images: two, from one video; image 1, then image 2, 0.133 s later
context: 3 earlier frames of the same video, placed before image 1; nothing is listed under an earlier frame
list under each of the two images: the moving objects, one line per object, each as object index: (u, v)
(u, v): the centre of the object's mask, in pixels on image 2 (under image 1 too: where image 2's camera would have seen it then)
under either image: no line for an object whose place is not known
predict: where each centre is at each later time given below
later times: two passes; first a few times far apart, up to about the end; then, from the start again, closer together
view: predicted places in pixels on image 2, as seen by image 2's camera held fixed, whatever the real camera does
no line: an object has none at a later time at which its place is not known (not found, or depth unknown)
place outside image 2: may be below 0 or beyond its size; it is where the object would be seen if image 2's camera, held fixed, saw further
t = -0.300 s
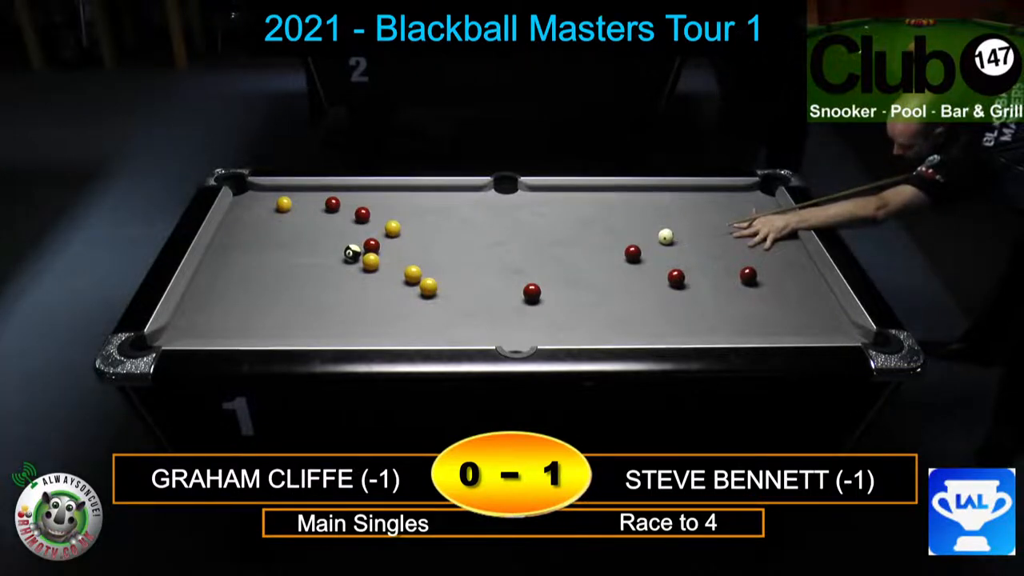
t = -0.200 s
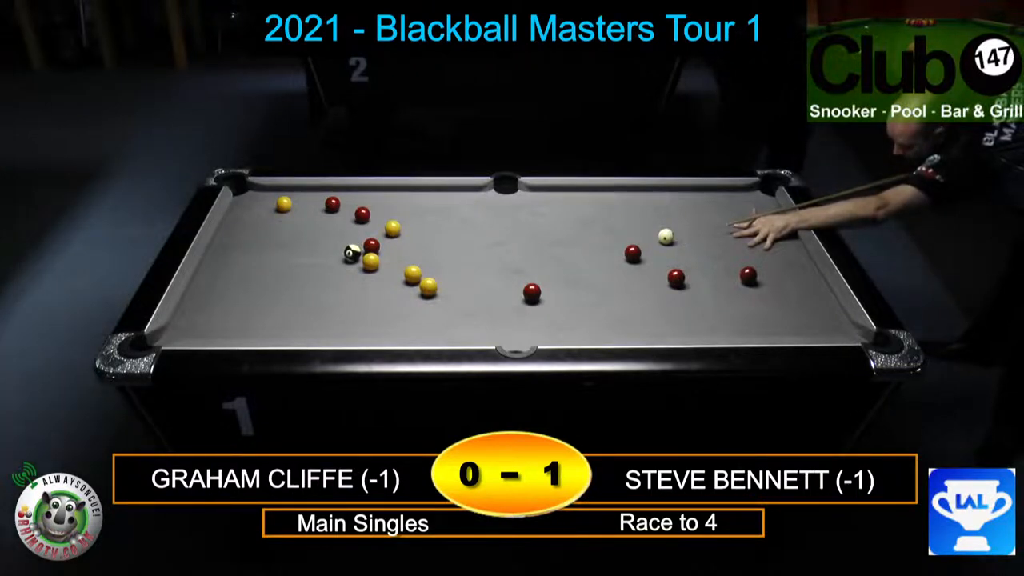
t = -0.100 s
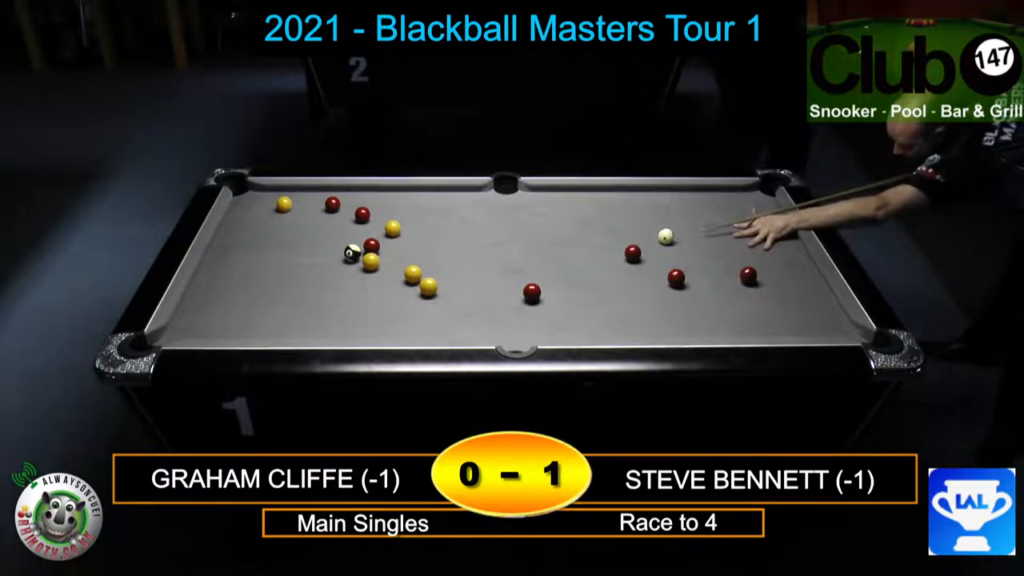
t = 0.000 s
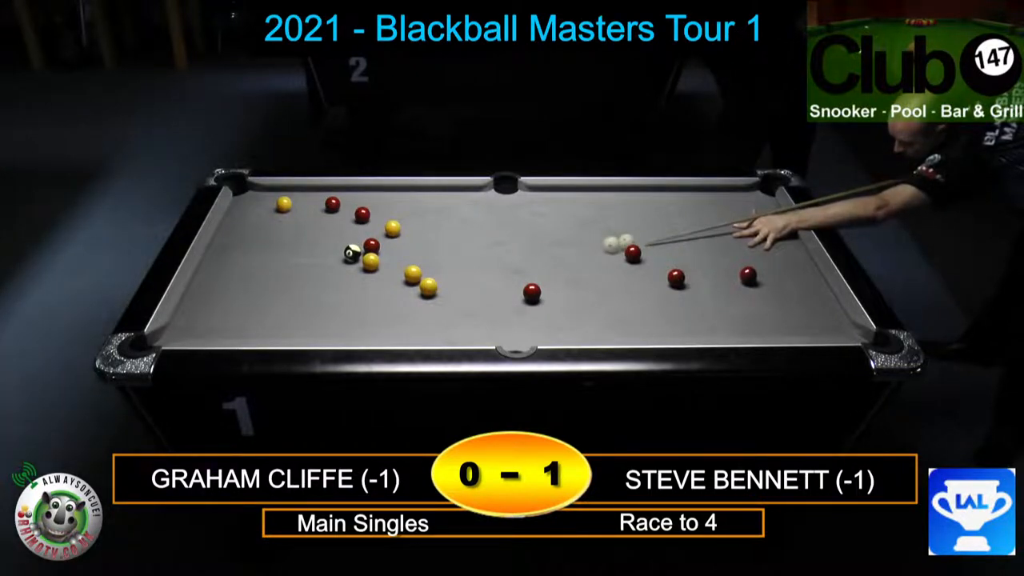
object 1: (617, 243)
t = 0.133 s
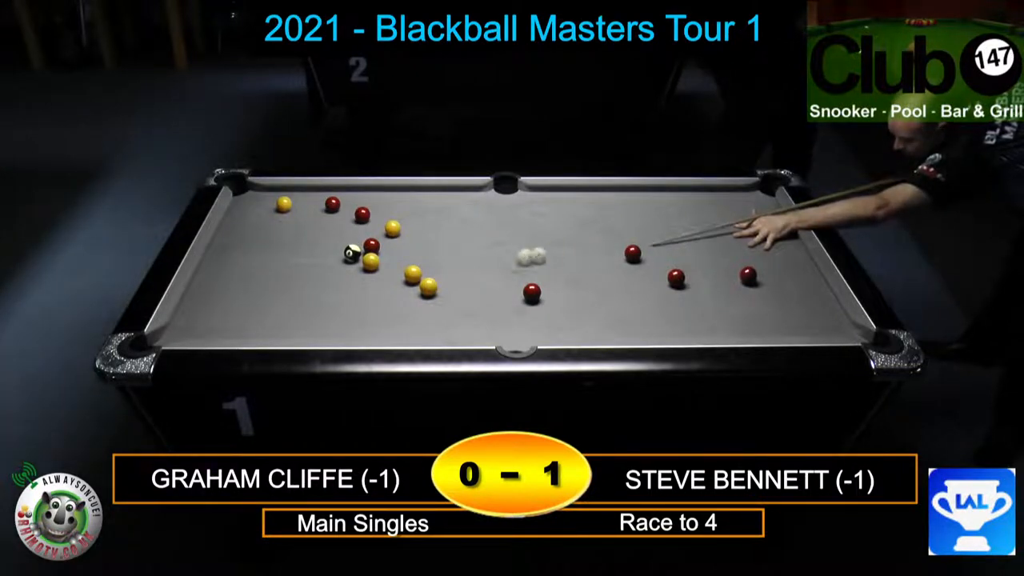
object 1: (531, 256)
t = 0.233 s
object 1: (453, 267)
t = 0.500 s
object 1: (429, 260)
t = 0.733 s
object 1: (430, 250)
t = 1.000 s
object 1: (430, 238)
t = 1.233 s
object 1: (431, 230)
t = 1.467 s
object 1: (432, 223)
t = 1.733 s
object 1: (433, 217)
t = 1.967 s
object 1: (433, 212)
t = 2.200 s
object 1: (433, 207)
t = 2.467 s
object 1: (433, 203)
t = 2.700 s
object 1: (433, 201)
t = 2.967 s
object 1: (432, 198)
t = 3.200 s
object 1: (433, 197)
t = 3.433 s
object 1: (433, 196)
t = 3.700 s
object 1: (433, 196)
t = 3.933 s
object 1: (433, 196)
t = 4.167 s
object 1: (433, 196)
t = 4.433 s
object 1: (433, 196)
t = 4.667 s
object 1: (433, 196)
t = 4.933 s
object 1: (433, 196)
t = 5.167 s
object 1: (433, 196)
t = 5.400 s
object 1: (433, 196)
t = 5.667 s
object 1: (433, 196)
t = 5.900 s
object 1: (433, 196)
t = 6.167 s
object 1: (433, 196)
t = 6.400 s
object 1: (433, 196)
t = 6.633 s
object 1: (433, 196)
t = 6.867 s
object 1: (433, 196)
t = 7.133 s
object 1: (433, 196)
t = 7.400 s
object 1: (433, 196)
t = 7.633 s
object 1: (433, 196)
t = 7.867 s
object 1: (433, 196)
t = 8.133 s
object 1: (433, 196)
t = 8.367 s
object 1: (433, 196)
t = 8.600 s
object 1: (433, 196)
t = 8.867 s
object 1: (433, 196)
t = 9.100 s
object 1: (433, 196)
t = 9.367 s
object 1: (433, 196)
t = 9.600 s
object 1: (433, 196)
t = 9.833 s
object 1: (433, 196)
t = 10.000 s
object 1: (433, 196)
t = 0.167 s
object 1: (504, 260)
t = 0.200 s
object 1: (477, 264)
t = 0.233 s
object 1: (453, 267)
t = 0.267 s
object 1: (434, 269)
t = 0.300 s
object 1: (429, 269)
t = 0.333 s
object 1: (428, 268)
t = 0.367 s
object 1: (428, 266)
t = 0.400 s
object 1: (428, 264)
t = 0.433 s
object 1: (428, 262)
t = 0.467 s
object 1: (429, 261)
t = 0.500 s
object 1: (429, 260)
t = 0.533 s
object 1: (429, 258)
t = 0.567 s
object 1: (429, 256)
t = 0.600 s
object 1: (429, 255)
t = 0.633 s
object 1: (429, 253)
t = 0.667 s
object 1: (430, 251)
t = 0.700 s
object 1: (430, 251)
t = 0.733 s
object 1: (430, 250)
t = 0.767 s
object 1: (430, 248)
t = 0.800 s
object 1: (430, 246)
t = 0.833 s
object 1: (430, 244)
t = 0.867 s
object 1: (430, 243)
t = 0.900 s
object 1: (430, 243)
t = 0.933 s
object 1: (430, 242)
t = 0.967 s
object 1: (430, 240)
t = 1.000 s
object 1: (430, 238)
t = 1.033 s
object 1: (431, 237)
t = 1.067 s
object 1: (431, 236)
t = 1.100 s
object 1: (431, 235)
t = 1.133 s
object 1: (431, 234)
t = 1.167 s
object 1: (431, 233)
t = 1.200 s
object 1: (431, 232)
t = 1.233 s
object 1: (431, 230)
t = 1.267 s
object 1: (432, 229)
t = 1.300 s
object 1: (432, 229)
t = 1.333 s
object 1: (432, 228)
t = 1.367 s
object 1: (432, 227)
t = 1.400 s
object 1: (432, 226)
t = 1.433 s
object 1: (432, 224)
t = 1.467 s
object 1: (432, 223)
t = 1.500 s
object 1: (432, 223)
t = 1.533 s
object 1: (432, 222)
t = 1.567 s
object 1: (432, 221)
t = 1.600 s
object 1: (432, 220)
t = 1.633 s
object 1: (433, 219)
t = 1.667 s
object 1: (433, 218)
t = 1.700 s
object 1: (433, 218)
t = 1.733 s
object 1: (433, 217)
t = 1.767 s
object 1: (433, 216)
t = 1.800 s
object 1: (433, 215)
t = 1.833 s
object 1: (433, 214)
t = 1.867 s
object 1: (433, 213)
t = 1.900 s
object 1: (433, 213)
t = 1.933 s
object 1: (433, 212)
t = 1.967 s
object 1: (433, 212)
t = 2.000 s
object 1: (433, 211)
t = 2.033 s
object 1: (433, 210)
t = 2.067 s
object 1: (433, 209)
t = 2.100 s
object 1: (433, 209)
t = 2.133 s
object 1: (433, 208)
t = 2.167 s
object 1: (433, 208)
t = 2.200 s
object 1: (433, 207)
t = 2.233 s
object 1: (433, 206)
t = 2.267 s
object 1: (433, 206)
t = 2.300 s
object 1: (433, 205)
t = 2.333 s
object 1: (433, 205)
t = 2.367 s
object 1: (433, 205)
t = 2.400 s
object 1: (433, 204)
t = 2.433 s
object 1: (433, 204)
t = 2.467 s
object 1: (433, 203)
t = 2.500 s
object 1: (433, 203)
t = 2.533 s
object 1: (433, 202)
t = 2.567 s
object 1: (433, 202)
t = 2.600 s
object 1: (433, 201)
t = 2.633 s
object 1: (433, 201)
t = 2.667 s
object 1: (433, 201)
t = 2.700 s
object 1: (433, 201)
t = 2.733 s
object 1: (433, 200)
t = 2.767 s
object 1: (433, 200)
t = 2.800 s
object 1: (433, 199)
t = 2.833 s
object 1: (433, 199)
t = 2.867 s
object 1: (433, 199)
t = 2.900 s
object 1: (433, 199)
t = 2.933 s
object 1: (432, 199)
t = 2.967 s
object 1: (432, 198)
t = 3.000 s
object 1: (432, 198)
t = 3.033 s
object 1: (432, 198)
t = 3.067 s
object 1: (432, 198)
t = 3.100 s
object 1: (432, 198)
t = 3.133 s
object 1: (433, 197)
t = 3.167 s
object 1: (433, 197)
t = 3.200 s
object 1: (433, 197)
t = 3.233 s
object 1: (433, 197)
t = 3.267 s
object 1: (433, 197)
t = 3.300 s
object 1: (432, 197)
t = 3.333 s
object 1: (433, 197)
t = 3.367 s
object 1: (433, 197)
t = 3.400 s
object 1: (432, 197)
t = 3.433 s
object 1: (433, 196)
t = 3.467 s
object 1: (433, 196)
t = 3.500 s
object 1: (433, 196)
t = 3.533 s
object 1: (433, 196)
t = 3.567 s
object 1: (433, 196)
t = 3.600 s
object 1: (433, 196)
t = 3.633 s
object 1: (433, 196)
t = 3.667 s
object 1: (433, 196)
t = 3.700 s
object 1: (433, 196)
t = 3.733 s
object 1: (433, 196)
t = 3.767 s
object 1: (433, 196)
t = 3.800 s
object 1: (433, 196)
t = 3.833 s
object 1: (433, 196)
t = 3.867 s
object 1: (433, 196)
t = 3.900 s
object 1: (433, 196)
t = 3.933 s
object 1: (433, 196)
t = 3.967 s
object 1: (433, 196)
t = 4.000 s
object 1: (433, 196)
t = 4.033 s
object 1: (433, 196)
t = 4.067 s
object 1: (433, 196)
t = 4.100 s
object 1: (433, 196)
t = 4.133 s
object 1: (433, 196)
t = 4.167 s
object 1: (433, 196)
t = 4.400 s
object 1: (434, 197)
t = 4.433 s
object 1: (433, 196)
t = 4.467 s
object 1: (433, 196)
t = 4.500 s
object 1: (433, 196)
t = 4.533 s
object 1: (433, 196)
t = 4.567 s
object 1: (433, 196)
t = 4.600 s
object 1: (433, 196)
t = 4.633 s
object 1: (433, 196)
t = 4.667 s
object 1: (433, 196)
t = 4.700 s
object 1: (433, 196)
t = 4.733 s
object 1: (433, 196)
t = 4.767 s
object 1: (433, 196)
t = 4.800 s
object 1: (433, 196)
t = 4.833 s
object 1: (433, 196)
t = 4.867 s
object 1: (433, 196)
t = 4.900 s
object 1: (433, 196)
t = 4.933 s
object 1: (433, 196)
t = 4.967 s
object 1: (433, 196)
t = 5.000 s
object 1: (433, 196)
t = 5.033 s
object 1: (433, 196)
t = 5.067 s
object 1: (433, 196)
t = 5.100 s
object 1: (433, 196)
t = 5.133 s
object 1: (433, 196)
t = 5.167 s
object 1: (433, 196)
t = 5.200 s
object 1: (433, 196)
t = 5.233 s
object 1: (433, 196)
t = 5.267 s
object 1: (433, 196)
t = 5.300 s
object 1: (433, 196)
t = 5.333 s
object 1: (433, 196)
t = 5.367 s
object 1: (433, 196)
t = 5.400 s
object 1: (433, 196)
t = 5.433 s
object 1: (433, 196)
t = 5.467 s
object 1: (433, 196)
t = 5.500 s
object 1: (433, 196)
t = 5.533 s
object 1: (433, 196)
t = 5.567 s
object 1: (433, 196)
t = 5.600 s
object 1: (433, 196)
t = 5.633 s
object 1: (433, 196)
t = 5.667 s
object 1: (433, 196)
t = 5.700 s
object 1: (433, 196)
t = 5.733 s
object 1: (433, 196)
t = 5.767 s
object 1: (433, 196)
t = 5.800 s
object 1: (433, 196)
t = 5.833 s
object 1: (433, 196)
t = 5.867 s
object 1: (433, 196)
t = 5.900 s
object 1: (433, 196)
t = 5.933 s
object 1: (433, 196)
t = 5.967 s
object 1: (433, 196)
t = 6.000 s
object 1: (433, 196)
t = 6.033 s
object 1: (433, 196)
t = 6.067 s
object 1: (433, 196)
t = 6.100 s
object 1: (433, 196)
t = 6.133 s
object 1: (433, 196)
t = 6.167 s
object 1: (433, 196)
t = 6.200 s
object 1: (433, 196)
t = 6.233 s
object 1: (433, 196)
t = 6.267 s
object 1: (433, 196)
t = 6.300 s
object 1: (433, 196)
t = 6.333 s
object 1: (433, 196)
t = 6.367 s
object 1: (433, 196)
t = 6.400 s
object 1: (433, 196)
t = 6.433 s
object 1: (433, 196)
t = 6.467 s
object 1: (433, 196)
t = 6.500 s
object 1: (433, 196)
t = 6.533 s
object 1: (433, 196)
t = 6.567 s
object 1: (433, 196)
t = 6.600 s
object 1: (433, 196)
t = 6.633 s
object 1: (433, 196)
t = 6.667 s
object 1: (433, 196)
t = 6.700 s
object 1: (433, 196)
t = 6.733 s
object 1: (433, 196)
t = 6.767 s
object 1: (433, 196)
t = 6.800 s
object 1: (433, 196)
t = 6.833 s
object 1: (433, 196)
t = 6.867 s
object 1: (433, 196)
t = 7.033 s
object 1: (433, 196)
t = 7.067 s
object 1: (433, 196)
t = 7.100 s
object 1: (433, 196)
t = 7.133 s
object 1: (433, 196)
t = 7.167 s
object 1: (433, 196)
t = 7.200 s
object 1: (433, 196)
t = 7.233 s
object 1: (433, 196)
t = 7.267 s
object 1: (433, 196)
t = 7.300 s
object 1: (433, 196)
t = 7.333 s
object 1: (433, 196)
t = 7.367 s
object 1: (433, 196)
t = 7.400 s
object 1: (433, 196)
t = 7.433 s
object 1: (433, 196)
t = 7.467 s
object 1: (433, 196)
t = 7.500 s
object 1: (433, 196)
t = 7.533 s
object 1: (433, 196)
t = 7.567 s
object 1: (433, 196)
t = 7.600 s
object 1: (433, 196)
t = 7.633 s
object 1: (433, 196)
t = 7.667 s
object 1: (433, 196)
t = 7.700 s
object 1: (433, 196)
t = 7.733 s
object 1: (433, 196)
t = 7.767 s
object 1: (433, 196)
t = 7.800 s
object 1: (433, 196)
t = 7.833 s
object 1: (433, 196)
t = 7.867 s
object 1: (433, 196)
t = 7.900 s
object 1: (433, 196)
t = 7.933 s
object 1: (433, 196)
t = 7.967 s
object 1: (433, 196)
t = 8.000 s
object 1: (433, 196)
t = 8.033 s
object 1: (433, 196)
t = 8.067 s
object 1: (433, 196)
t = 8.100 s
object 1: (433, 196)
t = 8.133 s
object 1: (433, 196)
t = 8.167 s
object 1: (433, 196)
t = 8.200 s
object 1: (433, 196)
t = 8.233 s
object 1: (433, 196)
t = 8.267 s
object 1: (433, 196)
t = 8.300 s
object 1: (433, 196)
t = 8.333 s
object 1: (433, 196)
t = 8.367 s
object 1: (433, 196)
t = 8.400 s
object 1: (433, 196)
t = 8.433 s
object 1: (433, 196)
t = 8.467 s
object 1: (433, 196)
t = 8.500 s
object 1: (433, 196)
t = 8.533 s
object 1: (433, 196)
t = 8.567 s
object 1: (433, 196)
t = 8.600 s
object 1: (433, 196)
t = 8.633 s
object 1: (433, 196)
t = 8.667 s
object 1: (433, 196)
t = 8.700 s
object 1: (433, 196)
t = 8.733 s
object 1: (433, 196)
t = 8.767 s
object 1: (433, 196)
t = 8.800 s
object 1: (433, 196)
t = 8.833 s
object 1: (433, 196)
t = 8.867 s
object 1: (433, 196)
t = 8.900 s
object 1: (433, 196)
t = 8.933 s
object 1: (433, 196)
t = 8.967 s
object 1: (433, 196)
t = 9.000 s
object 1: (433, 196)
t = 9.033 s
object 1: (433, 196)
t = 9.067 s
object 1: (433, 196)
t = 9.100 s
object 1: (433, 196)
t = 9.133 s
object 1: (433, 196)
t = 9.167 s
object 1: (433, 196)
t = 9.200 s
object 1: (433, 196)
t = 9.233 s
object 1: (433, 196)
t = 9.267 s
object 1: (433, 196)
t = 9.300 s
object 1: (433, 196)
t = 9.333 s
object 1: (433, 196)
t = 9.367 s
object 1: (433, 196)
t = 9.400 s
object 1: (433, 196)
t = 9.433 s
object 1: (433, 196)
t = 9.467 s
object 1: (433, 196)
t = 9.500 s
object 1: (433, 196)
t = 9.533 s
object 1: (433, 196)
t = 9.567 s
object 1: (433, 196)
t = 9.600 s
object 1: (433, 196)
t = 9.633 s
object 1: (433, 196)
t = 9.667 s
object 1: (433, 196)
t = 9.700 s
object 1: (433, 196)
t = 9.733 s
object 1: (433, 196)
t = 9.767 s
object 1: (433, 196)
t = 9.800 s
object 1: (433, 196)
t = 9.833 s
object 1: (433, 196)
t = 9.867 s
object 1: (433, 196)
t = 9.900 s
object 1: (433, 196)
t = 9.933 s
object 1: (433, 196)
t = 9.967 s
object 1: (433, 196)
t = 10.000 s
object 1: (433, 196)
